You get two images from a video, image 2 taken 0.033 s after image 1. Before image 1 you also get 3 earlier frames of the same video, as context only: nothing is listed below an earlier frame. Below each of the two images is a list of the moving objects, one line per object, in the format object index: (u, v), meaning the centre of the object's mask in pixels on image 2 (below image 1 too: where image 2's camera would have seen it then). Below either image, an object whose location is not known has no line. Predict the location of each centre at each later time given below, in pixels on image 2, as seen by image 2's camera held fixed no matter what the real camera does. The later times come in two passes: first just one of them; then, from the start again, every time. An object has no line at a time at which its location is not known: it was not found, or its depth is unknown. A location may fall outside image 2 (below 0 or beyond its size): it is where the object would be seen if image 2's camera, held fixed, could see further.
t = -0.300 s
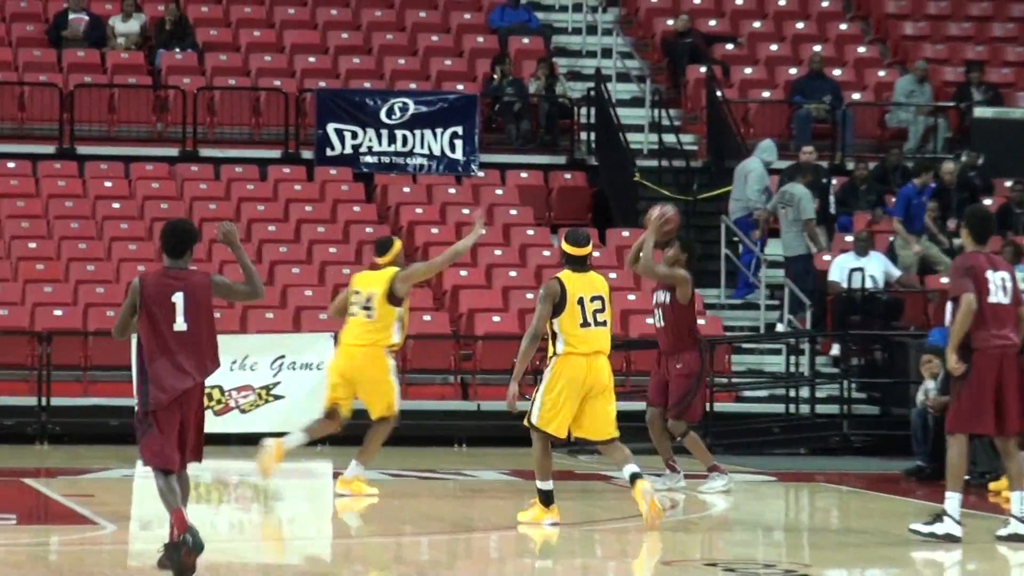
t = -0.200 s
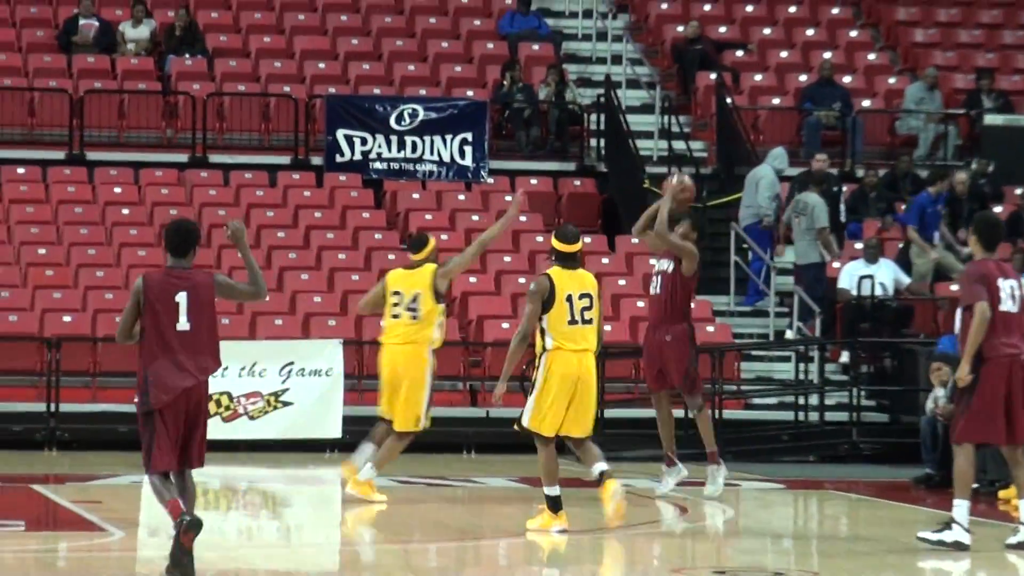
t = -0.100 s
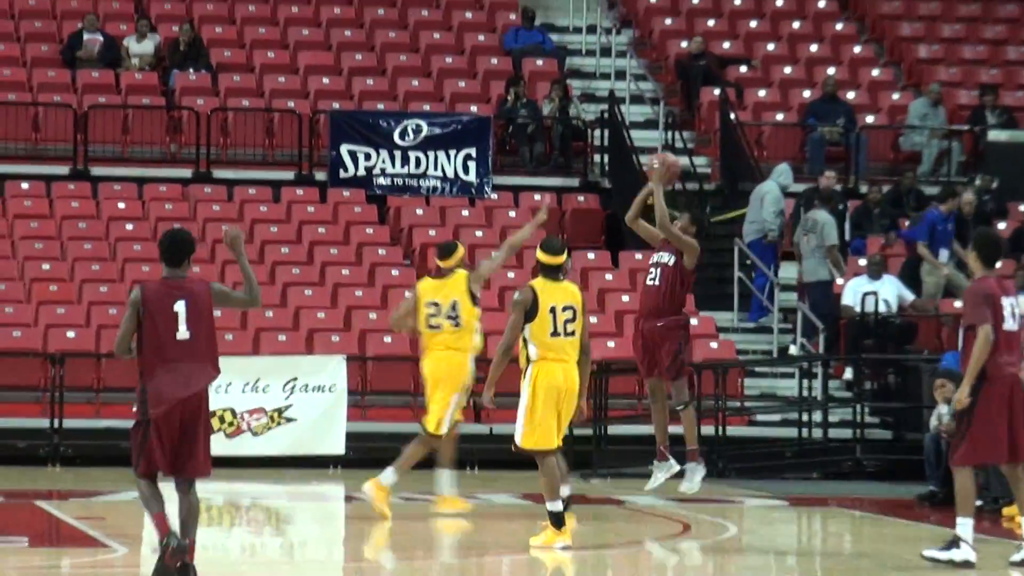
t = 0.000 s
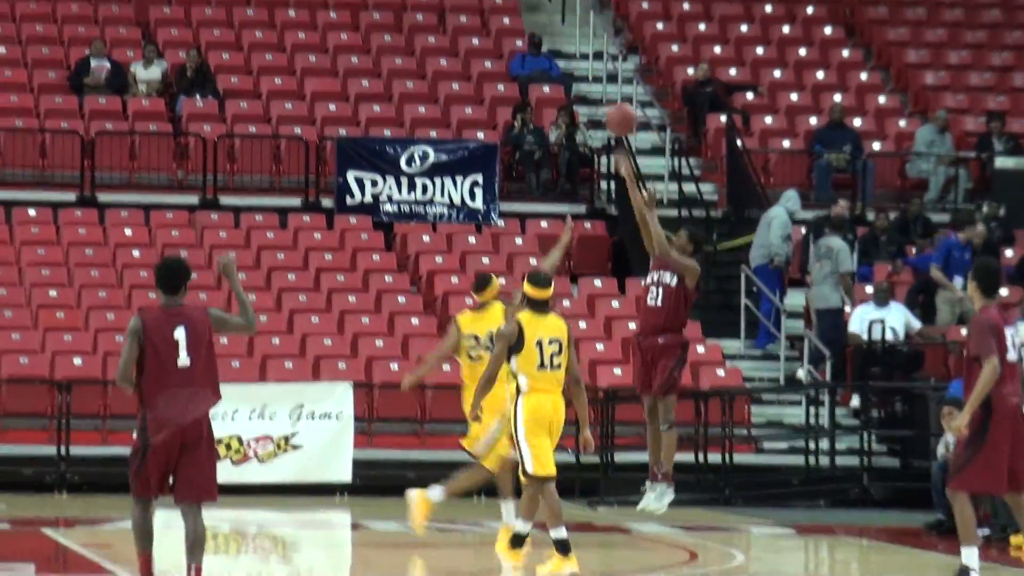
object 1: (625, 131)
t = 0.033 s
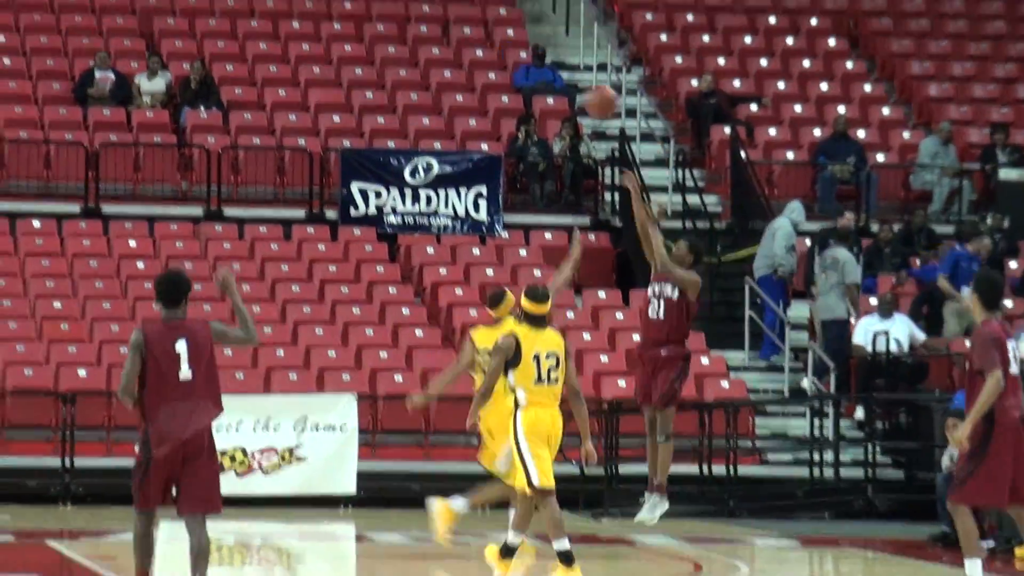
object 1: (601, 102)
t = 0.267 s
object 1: (435, -56)
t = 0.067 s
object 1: (578, 75)
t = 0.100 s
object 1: (554, 49)
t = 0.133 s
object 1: (530, 24)
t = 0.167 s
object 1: (506, 4)
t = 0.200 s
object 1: (483, -18)
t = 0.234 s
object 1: (459, -38)
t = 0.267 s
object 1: (435, -56)
